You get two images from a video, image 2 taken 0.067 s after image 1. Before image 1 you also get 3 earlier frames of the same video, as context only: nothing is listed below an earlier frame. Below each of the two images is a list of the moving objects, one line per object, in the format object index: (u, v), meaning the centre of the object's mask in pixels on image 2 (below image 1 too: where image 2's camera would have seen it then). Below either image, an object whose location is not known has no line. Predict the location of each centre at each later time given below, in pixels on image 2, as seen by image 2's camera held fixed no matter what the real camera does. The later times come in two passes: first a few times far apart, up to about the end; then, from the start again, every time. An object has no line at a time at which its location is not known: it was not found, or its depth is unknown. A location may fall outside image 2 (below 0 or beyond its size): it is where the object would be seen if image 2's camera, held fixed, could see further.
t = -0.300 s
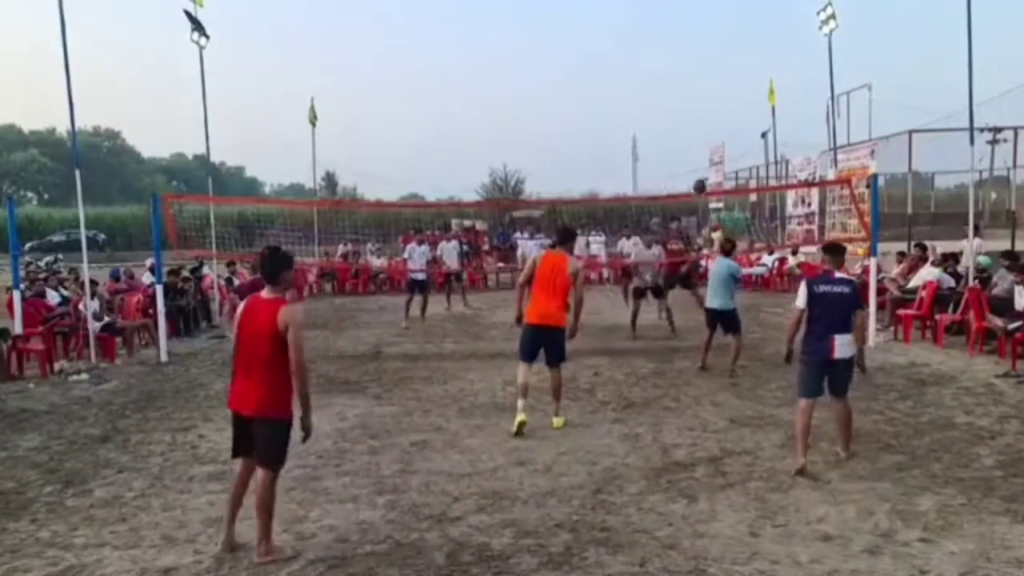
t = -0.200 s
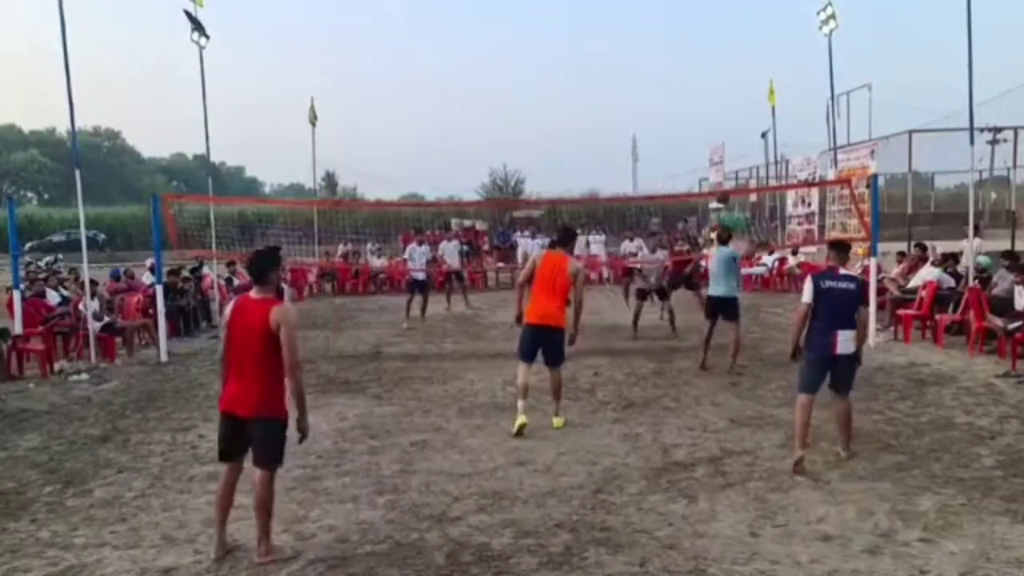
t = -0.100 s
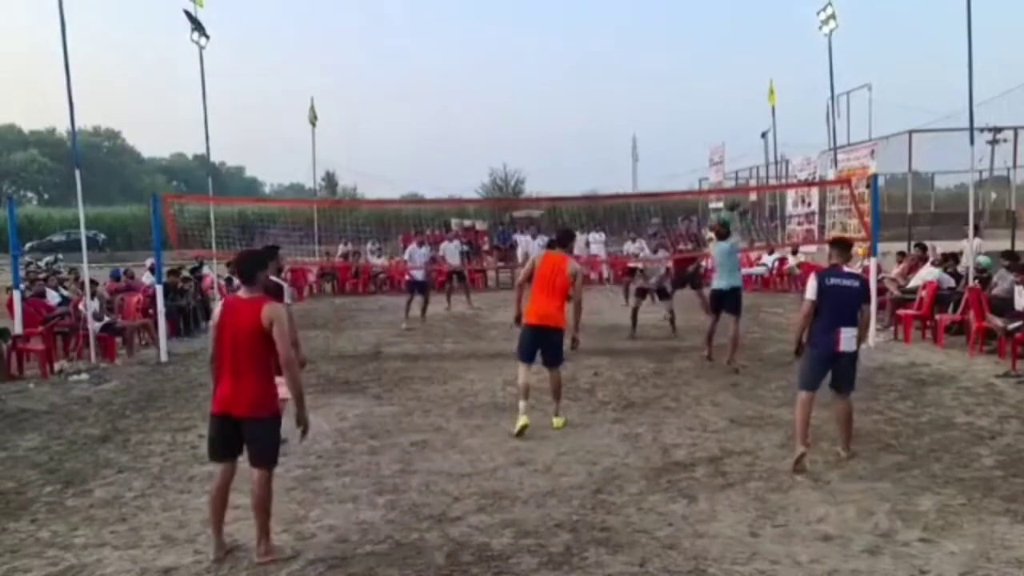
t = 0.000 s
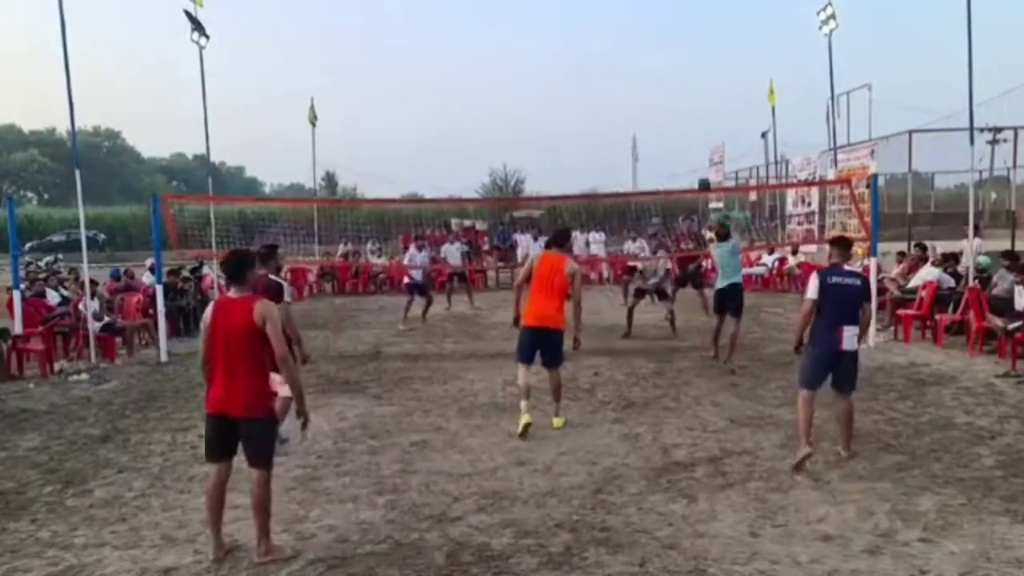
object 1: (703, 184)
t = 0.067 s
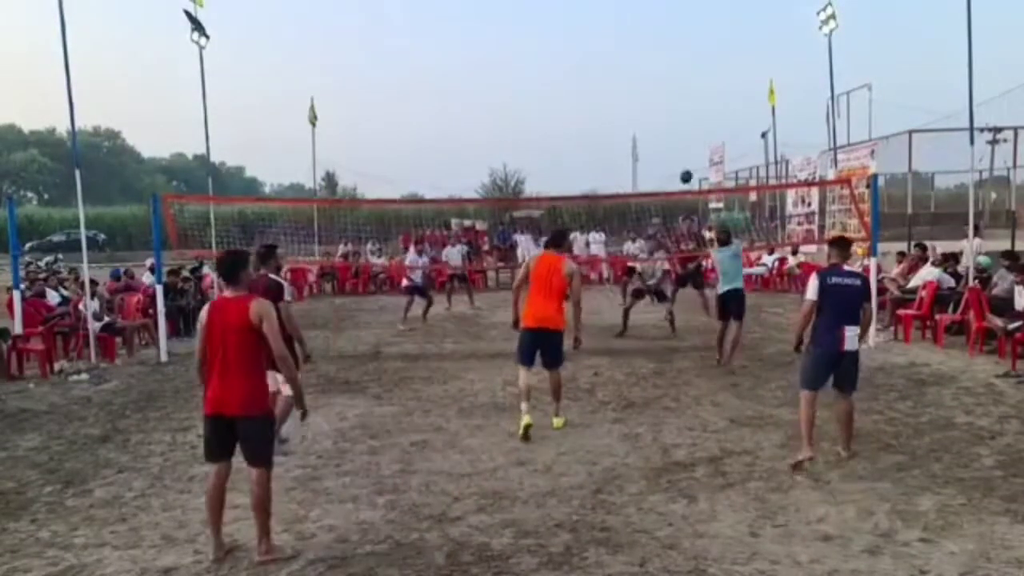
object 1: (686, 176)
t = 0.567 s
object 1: (607, 162)
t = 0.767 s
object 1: (619, 116)
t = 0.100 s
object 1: (677, 174)
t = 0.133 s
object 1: (669, 172)
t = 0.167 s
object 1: (661, 172)
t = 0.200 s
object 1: (653, 171)
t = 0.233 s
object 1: (646, 172)
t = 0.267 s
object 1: (638, 173)
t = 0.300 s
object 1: (631, 176)
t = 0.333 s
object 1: (624, 179)
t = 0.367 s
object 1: (618, 183)
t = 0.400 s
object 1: (612, 187)
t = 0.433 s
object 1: (606, 191)
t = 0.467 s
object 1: (602, 191)
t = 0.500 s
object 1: (603, 182)
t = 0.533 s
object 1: (605, 172)
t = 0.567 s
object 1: (607, 162)
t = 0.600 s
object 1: (609, 153)
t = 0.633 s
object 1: (611, 145)
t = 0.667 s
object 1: (612, 137)
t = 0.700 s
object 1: (614, 129)
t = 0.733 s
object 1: (616, 122)
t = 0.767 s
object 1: (619, 116)
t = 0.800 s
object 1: (621, 110)
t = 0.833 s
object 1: (624, 105)
